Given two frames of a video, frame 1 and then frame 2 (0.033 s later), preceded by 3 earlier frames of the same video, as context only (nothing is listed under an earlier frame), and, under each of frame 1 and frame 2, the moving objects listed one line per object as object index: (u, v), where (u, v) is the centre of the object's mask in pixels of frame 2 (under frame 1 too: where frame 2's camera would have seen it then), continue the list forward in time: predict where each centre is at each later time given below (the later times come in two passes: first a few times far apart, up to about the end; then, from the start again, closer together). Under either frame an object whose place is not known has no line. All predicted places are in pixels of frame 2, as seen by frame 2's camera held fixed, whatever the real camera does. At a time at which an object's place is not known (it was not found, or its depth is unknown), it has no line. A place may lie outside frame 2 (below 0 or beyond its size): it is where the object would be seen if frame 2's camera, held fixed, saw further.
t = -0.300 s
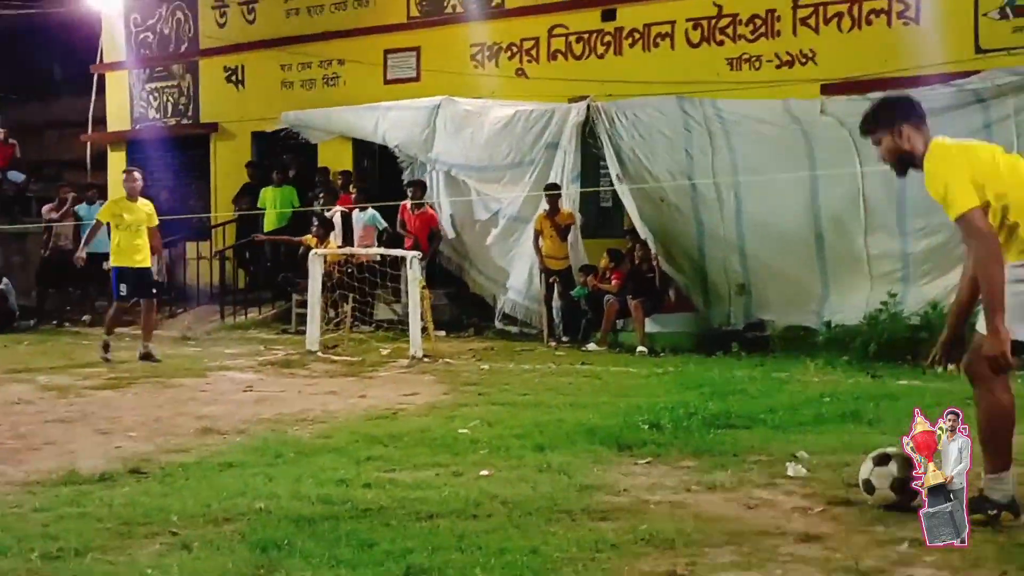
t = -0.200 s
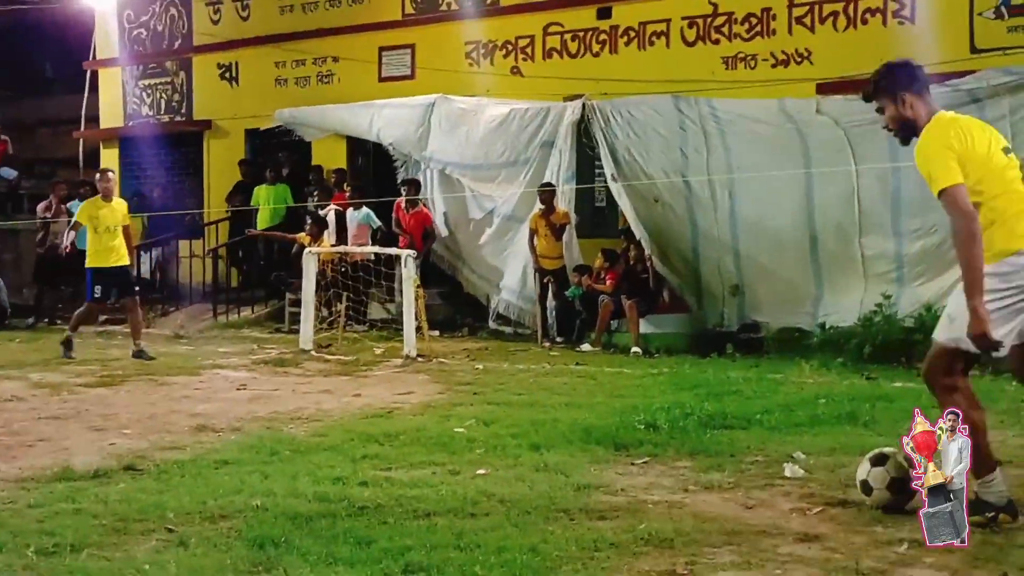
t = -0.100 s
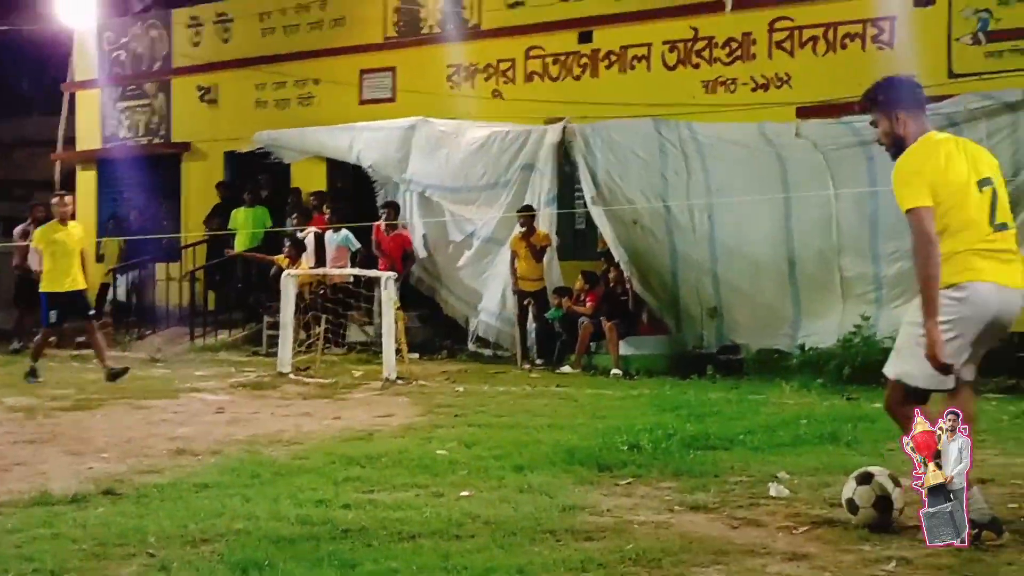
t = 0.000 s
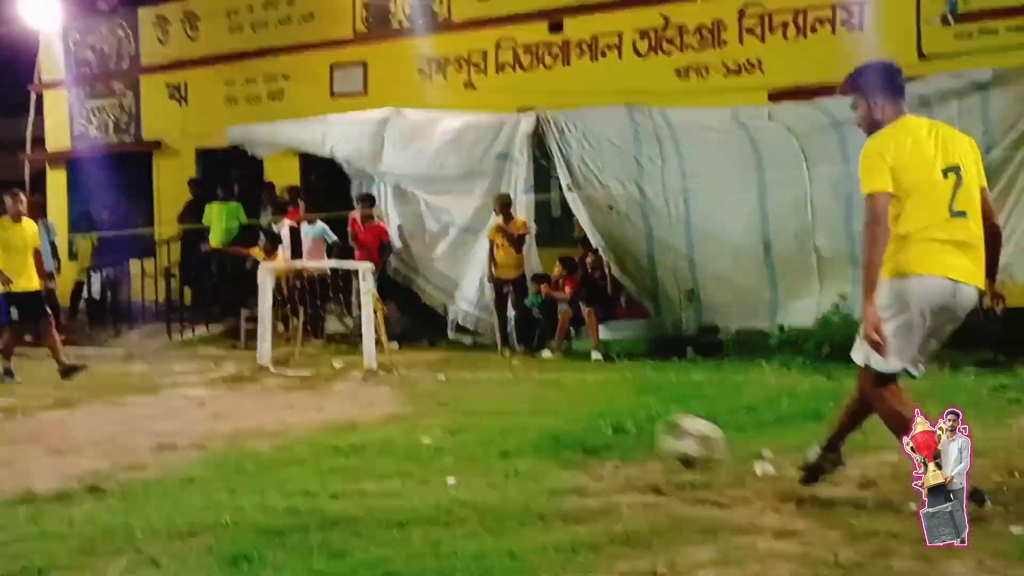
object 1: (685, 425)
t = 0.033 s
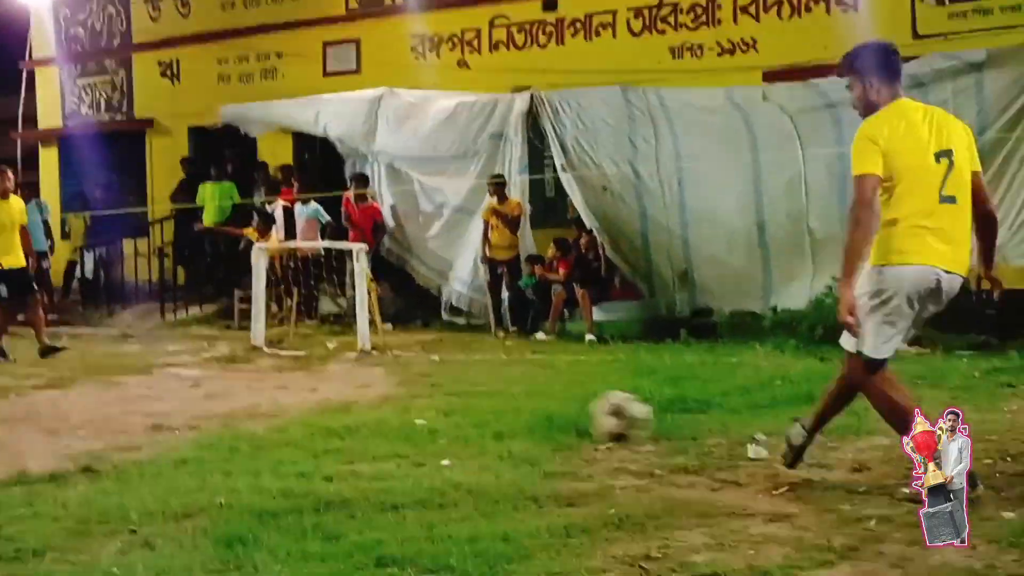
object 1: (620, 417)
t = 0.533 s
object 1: (104, 364)
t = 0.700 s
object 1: (27, 355)
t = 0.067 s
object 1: (559, 411)
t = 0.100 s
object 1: (507, 409)
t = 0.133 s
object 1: (455, 406)
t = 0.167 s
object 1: (408, 411)
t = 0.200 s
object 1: (364, 414)
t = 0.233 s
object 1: (327, 403)
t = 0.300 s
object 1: (269, 379)
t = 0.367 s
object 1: (215, 365)
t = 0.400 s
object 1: (191, 361)
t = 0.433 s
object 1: (167, 360)
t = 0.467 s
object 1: (145, 360)
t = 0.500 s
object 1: (124, 361)
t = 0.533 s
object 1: (104, 364)
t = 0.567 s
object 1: (83, 370)
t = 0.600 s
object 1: (64, 377)
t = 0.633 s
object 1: (46, 381)
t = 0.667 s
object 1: (37, 368)
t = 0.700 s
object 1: (27, 355)
